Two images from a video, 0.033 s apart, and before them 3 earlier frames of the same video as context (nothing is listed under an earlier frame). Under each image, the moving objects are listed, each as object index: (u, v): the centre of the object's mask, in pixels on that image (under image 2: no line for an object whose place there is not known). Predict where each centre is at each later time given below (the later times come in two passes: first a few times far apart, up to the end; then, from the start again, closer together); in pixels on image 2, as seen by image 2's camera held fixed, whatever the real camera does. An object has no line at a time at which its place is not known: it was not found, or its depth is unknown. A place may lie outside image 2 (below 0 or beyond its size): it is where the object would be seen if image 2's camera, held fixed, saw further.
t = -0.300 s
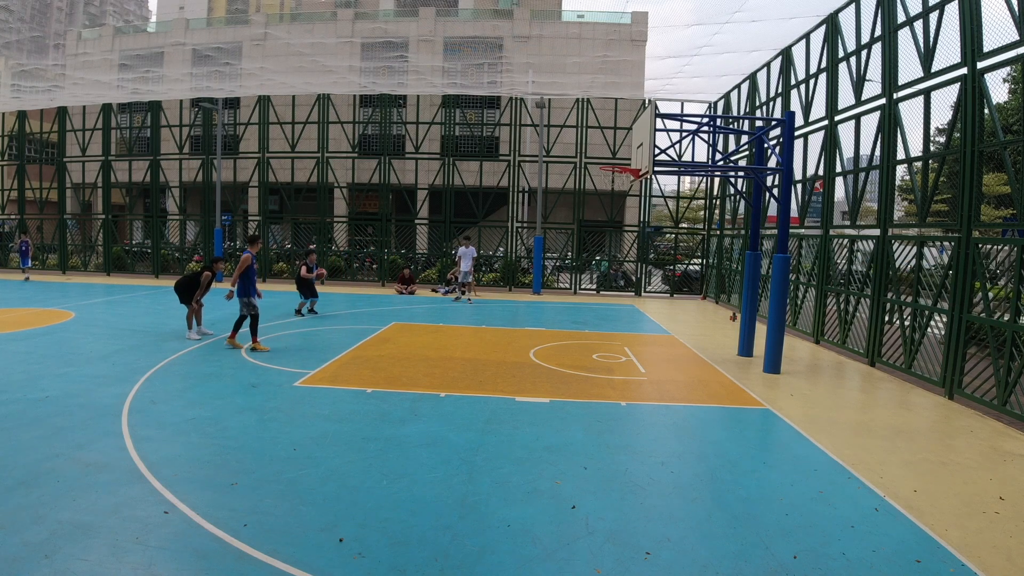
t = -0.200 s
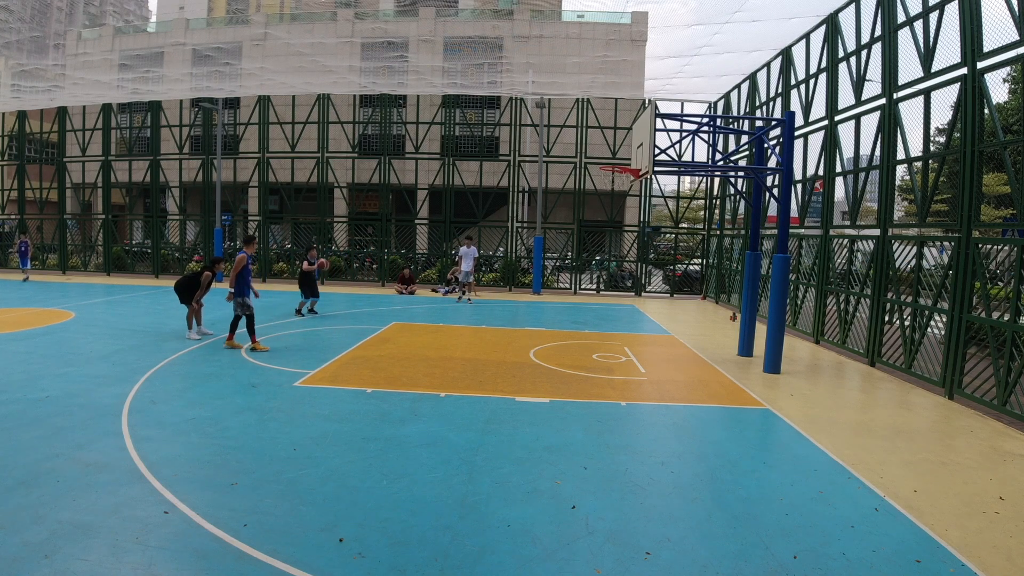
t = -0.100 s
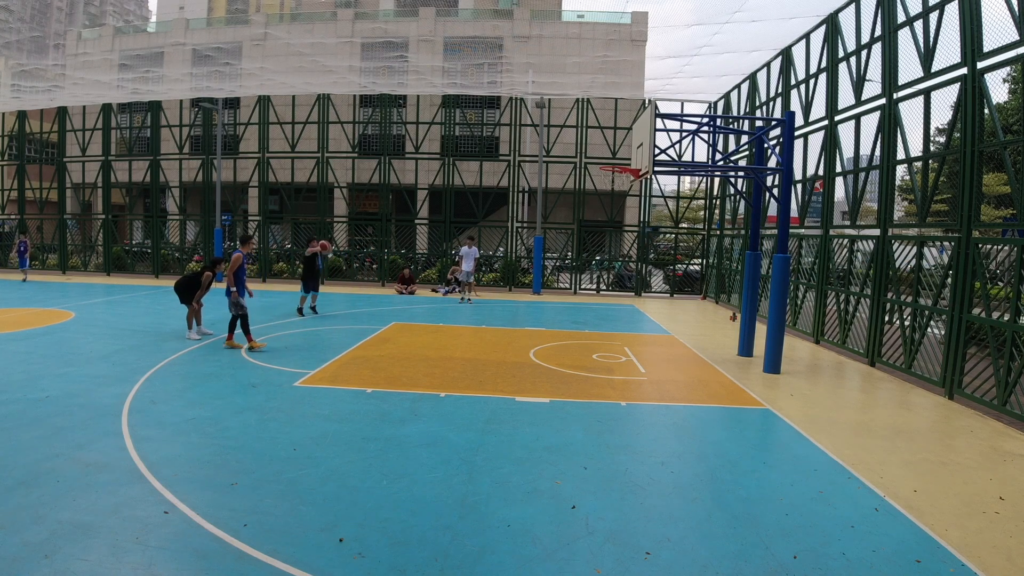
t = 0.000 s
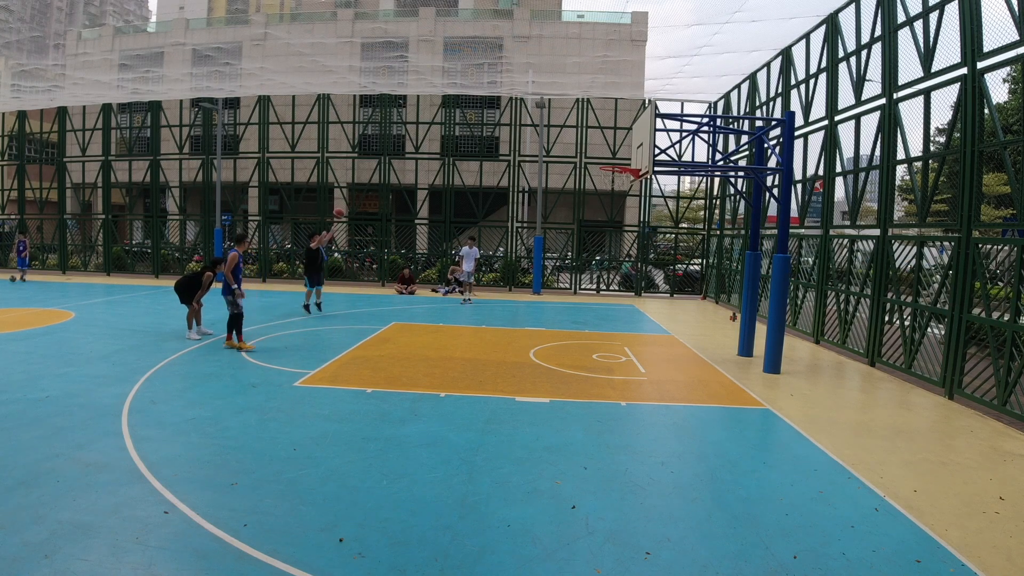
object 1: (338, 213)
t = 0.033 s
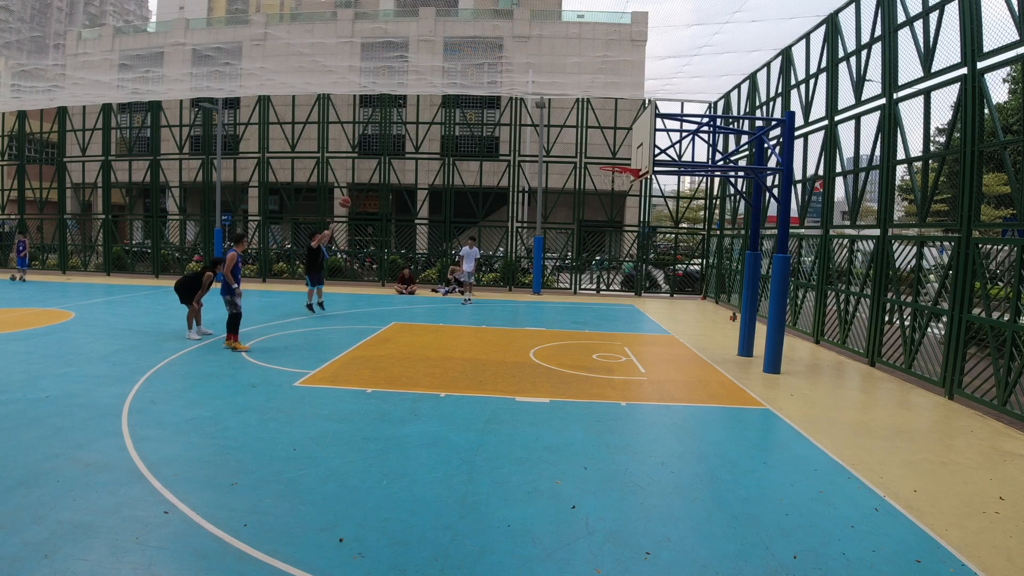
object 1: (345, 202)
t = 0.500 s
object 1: (438, 86)
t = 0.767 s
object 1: (498, 63)
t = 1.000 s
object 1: (553, 74)
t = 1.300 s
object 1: (628, 140)
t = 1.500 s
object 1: (613, 166)
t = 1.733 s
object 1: (626, 155)
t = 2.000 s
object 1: (605, 176)
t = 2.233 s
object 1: (583, 235)
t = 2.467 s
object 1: (556, 338)
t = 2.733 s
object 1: (549, 292)
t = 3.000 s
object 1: (545, 228)
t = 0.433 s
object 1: (424, 96)
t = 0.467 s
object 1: (431, 91)
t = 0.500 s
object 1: (438, 86)
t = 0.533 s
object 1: (446, 81)
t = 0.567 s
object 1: (453, 77)
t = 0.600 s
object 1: (460, 73)
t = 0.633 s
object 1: (468, 71)
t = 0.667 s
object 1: (475, 68)
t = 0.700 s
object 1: (483, 66)
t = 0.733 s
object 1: (491, 64)
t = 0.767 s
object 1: (498, 63)
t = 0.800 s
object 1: (506, 62)
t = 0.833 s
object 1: (513, 63)
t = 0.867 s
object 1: (521, 64)
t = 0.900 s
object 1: (529, 66)
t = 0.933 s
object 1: (537, 68)
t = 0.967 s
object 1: (545, 71)
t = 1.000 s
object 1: (553, 74)
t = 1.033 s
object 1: (561, 79)
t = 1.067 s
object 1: (569, 84)
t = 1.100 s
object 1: (578, 89)
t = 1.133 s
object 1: (586, 96)
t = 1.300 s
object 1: (628, 140)
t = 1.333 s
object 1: (631, 149)
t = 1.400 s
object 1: (617, 162)
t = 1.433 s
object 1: (610, 165)
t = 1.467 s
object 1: (609, 167)
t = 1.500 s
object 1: (613, 166)
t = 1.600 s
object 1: (628, 160)
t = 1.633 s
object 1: (631, 159)
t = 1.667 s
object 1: (631, 157)
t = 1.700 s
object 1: (628, 156)
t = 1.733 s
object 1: (626, 155)
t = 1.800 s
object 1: (621, 155)
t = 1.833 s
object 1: (618, 157)
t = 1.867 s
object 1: (615, 159)
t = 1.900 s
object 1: (613, 162)
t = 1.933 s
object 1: (610, 166)
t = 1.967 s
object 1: (608, 170)
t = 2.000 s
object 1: (605, 176)
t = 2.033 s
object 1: (601, 182)
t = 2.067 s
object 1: (599, 189)
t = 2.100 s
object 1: (596, 196)
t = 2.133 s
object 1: (593, 204)
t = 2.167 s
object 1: (589, 214)
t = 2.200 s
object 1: (586, 224)
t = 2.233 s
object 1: (583, 235)
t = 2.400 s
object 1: (565, 304)
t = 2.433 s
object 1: (560, 320)
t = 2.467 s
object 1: (556, 338)
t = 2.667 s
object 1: (549, 315)
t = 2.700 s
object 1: (549, 303)
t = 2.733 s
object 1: (549, 292)
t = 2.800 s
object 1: (548, 271)
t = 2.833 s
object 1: (548, 262)
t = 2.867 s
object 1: (548, 253)
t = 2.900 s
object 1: (547, 246)
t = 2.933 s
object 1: (547, 239)
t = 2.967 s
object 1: (546, 233)
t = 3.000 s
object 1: (545, 228)
